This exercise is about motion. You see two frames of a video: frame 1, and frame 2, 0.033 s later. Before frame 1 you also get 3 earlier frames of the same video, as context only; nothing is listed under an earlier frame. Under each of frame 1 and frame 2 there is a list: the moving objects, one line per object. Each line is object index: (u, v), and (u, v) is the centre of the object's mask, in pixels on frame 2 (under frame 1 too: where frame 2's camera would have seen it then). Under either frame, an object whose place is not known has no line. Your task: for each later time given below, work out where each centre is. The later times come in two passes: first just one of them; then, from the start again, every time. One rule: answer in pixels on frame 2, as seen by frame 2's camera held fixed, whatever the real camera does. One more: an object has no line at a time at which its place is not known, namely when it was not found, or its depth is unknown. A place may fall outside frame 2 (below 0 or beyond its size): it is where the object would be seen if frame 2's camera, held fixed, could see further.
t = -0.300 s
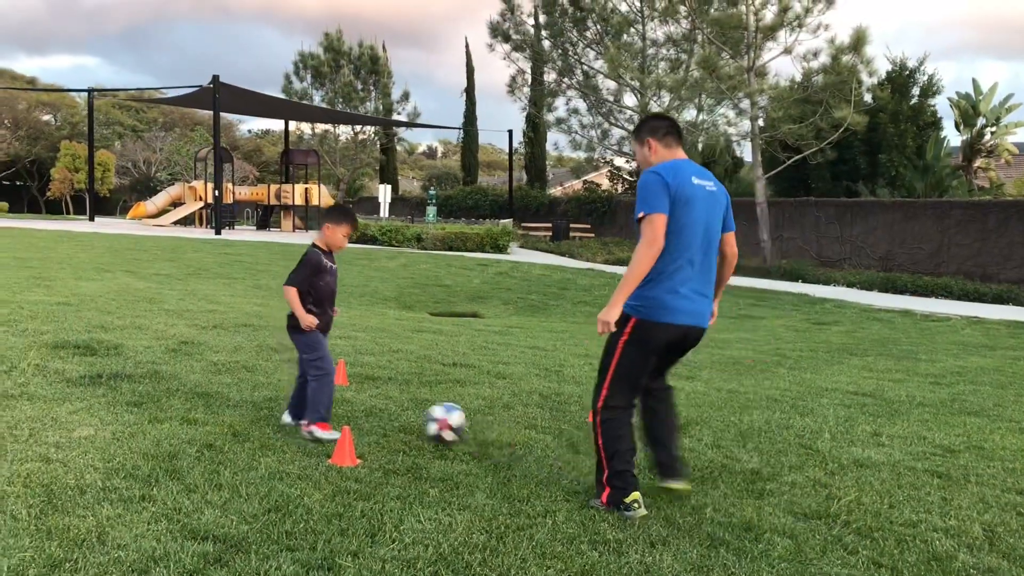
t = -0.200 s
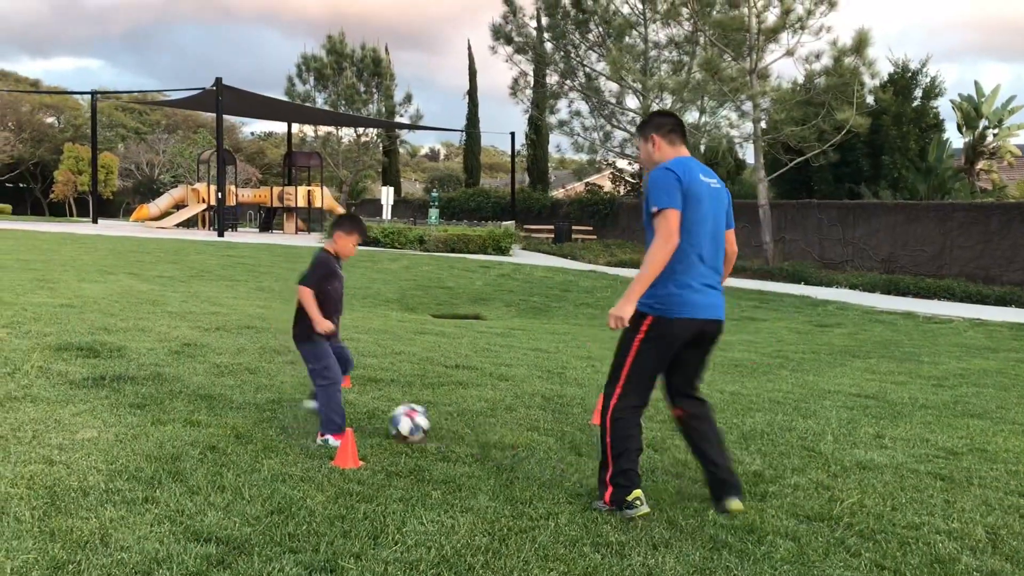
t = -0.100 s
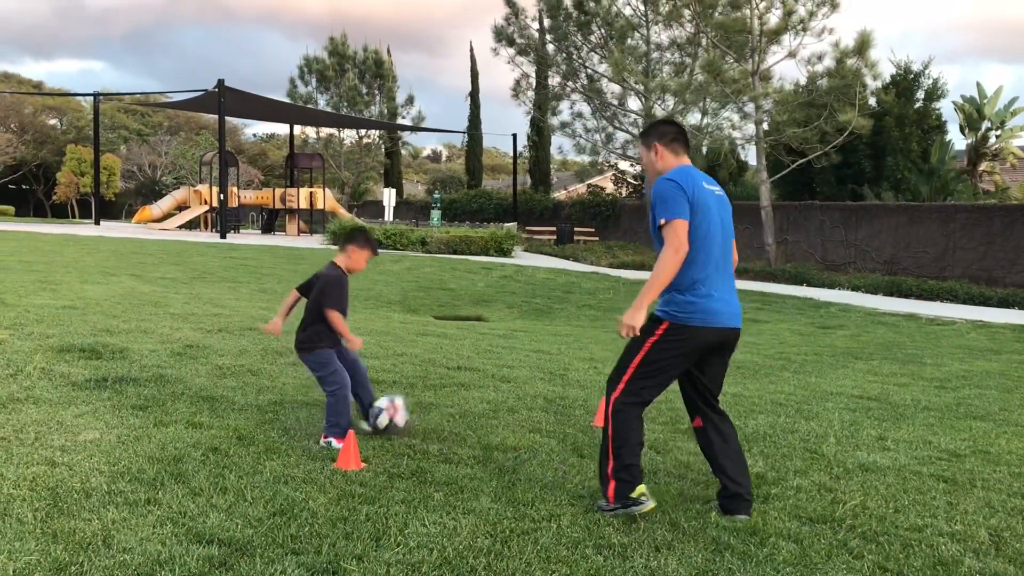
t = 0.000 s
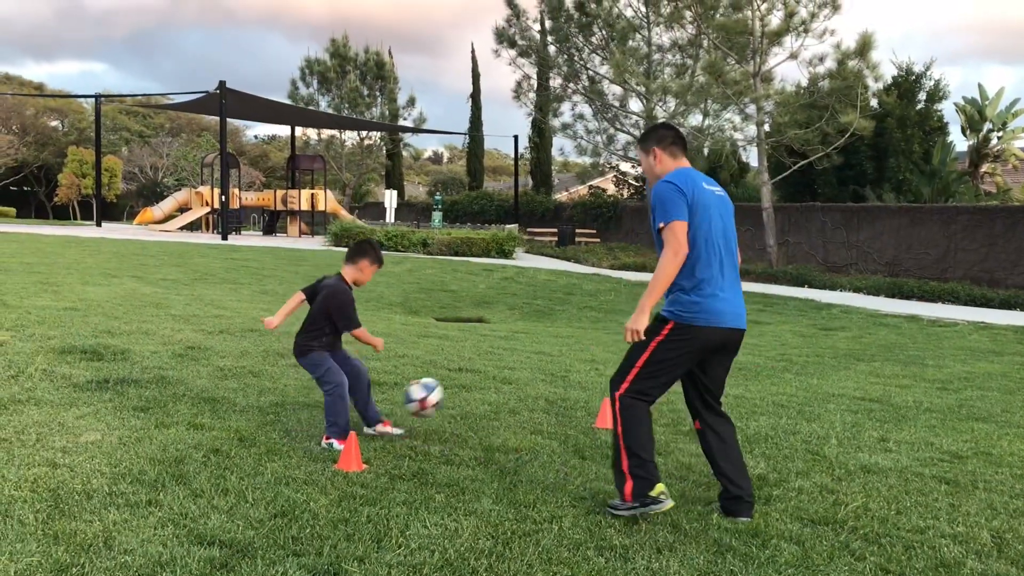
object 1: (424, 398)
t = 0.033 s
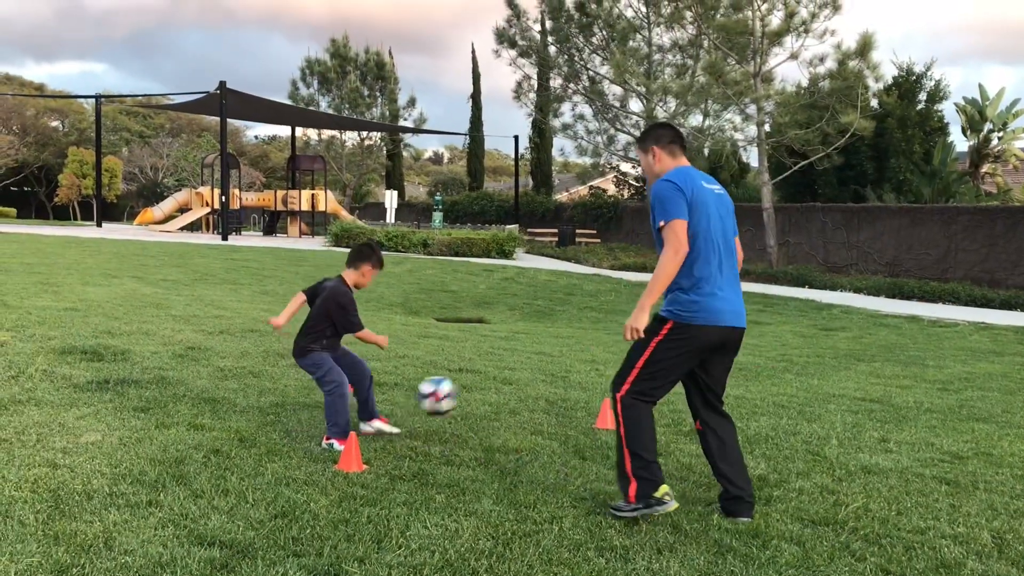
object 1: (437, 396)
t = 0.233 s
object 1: (512, 427)
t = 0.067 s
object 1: (449, 396)
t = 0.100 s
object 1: (460, 397)
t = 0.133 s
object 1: (473, 401)
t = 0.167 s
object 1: (486, 407)
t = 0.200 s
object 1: (499, 417)
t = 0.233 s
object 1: (512, 427)
